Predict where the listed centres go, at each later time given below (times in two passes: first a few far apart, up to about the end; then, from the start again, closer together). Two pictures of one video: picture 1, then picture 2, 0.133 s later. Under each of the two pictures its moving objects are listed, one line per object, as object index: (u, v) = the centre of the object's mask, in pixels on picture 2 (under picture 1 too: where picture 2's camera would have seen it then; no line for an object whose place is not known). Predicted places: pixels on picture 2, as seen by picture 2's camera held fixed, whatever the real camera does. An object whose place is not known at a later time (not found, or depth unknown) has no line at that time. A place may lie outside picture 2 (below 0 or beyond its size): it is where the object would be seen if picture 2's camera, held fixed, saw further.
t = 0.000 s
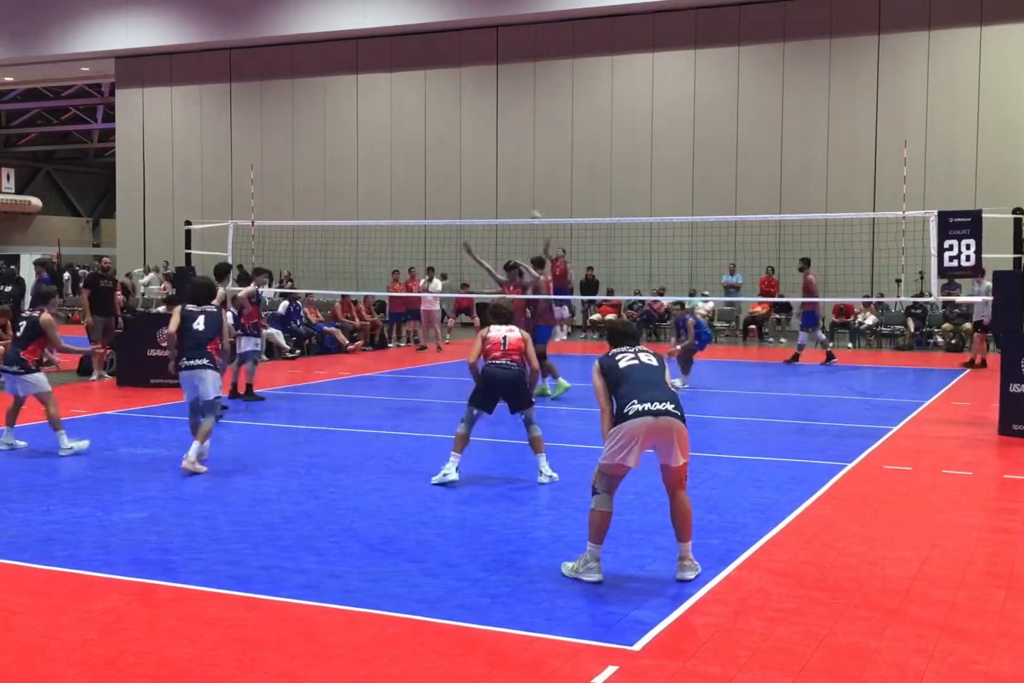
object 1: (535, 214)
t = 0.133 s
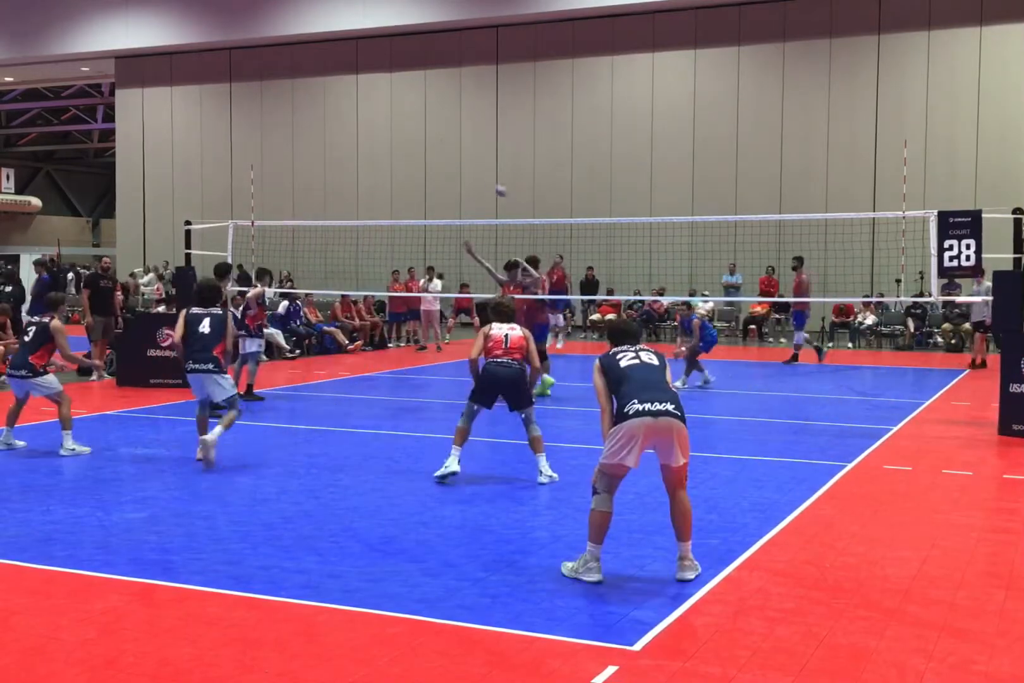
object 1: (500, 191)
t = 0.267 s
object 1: (463, 168)
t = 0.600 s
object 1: (351, 141)
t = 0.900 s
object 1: (210, 167)
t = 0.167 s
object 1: (492, 184)
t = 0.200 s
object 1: (482, 179)
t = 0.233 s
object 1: (473, 173)
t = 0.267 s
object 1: (463, 168)
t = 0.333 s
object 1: (443, 159)
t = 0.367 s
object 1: (433, 155)
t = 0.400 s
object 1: (423, 152)
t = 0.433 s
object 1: (412, 149)
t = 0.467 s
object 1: (401, 146)
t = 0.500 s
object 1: (390, 144)
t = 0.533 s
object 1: (377, 142)
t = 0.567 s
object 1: (364, 141)
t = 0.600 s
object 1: (351, 141)
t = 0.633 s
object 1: (338, 141)
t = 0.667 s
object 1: (323, 141)
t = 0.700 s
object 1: (308, 142)
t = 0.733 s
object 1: (294, 145)
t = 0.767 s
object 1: (278, 147)
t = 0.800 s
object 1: (263, 151)
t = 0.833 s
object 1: (246, 155)
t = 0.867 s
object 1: (228, 160)
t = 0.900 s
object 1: (210, 167)
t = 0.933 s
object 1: (191, 176)
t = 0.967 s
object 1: (172, 186)
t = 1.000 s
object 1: (153, 197)
